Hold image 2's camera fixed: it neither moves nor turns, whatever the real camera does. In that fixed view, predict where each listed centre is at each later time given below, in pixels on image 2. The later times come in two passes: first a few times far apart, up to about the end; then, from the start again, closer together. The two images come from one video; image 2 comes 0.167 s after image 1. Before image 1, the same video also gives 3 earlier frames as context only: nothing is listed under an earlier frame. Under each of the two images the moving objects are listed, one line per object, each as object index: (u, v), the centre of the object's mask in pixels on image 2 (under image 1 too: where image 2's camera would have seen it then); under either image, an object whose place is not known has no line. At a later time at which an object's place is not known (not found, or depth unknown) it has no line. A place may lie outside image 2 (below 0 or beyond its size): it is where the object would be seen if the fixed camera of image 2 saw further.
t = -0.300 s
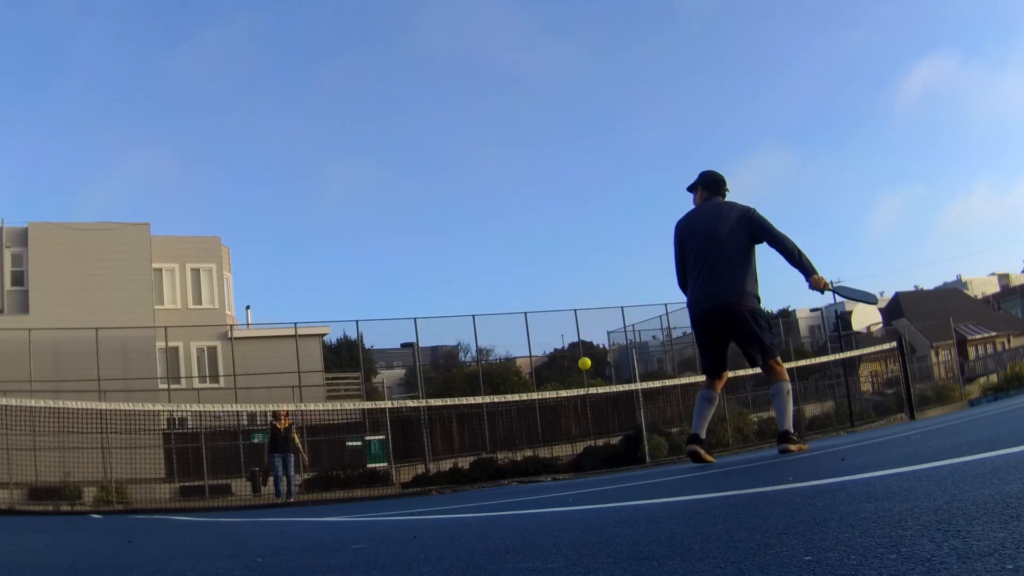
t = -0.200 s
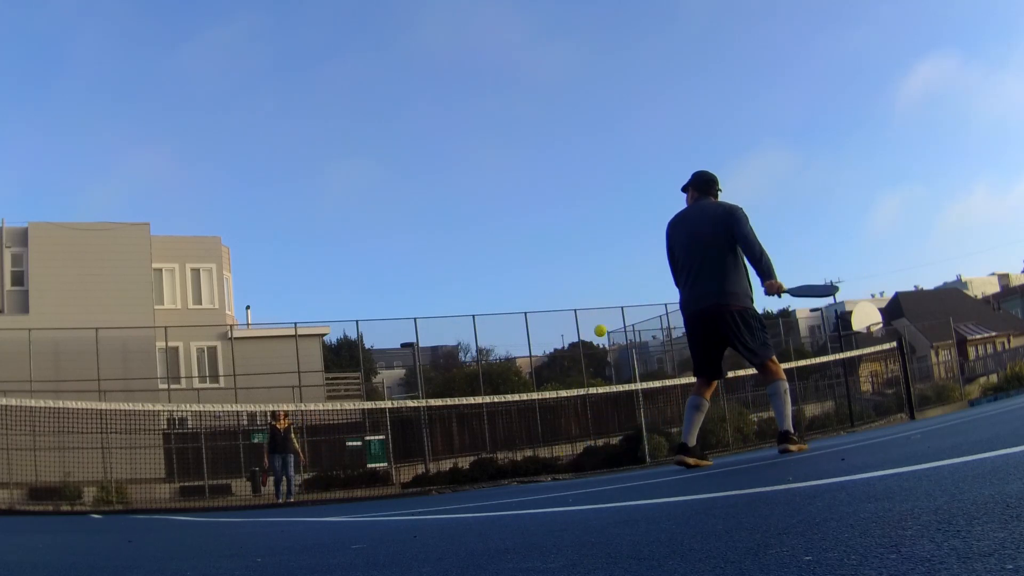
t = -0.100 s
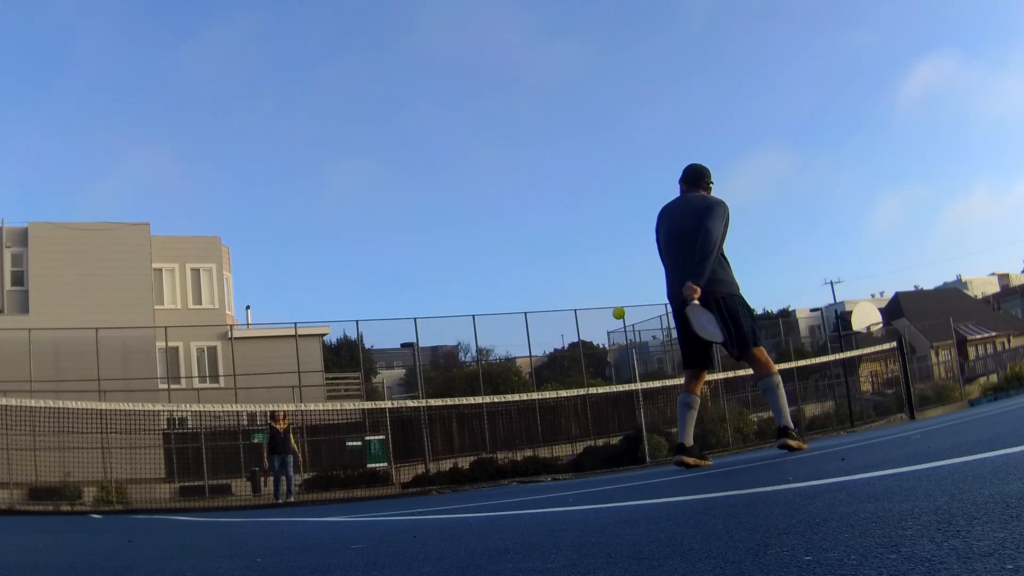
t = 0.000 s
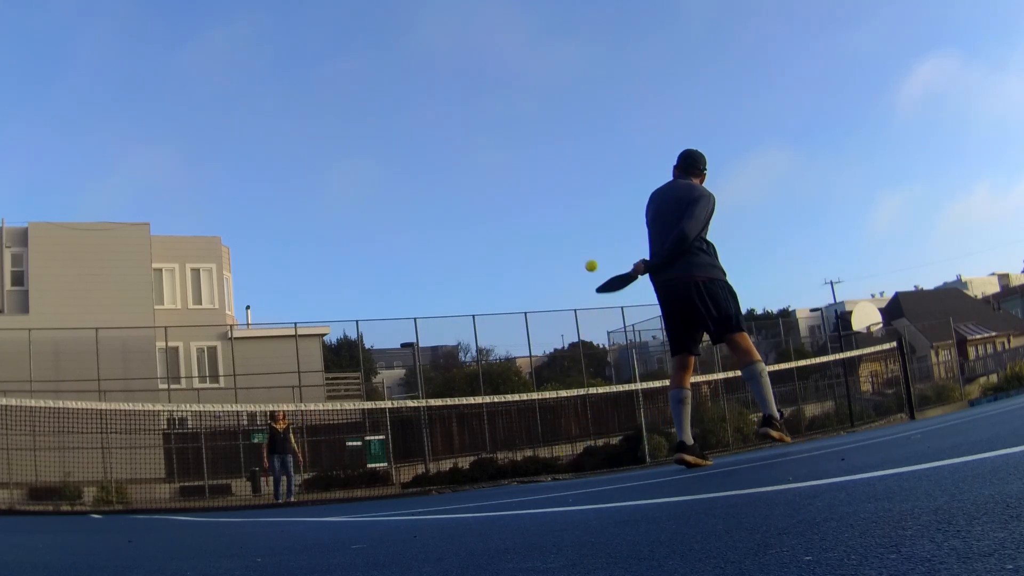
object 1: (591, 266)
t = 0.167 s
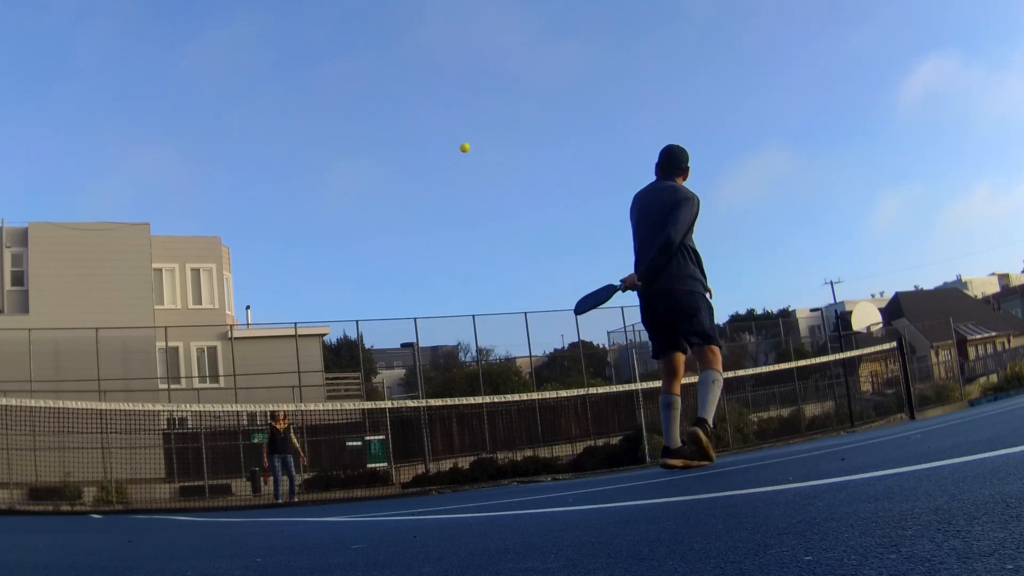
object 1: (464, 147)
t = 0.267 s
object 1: (414, 115)
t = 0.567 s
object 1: (320, 101)
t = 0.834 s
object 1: (270, 148)
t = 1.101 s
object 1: (236, 232)
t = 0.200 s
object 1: (446, 134)
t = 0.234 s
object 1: (429, 123)
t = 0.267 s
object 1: (414, 115)
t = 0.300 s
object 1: (400, 108)
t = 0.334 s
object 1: (387, 103)
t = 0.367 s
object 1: (375, 99)
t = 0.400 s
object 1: (364, 96)
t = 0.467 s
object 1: (345, 95)
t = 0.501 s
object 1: (336, 96)
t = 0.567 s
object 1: (320, 101)
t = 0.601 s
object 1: (312, 104)
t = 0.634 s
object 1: (305, 108)
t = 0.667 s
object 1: (298, 114)
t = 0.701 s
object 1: (292, 119)
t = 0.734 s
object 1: (286, 126)
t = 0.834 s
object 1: (270, 148)
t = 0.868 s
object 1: (265, 157)
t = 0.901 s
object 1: (261, 166)
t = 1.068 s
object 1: (240, 219)
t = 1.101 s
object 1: (236, 232)
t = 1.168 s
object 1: (230, 257)
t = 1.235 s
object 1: (224, 284)
